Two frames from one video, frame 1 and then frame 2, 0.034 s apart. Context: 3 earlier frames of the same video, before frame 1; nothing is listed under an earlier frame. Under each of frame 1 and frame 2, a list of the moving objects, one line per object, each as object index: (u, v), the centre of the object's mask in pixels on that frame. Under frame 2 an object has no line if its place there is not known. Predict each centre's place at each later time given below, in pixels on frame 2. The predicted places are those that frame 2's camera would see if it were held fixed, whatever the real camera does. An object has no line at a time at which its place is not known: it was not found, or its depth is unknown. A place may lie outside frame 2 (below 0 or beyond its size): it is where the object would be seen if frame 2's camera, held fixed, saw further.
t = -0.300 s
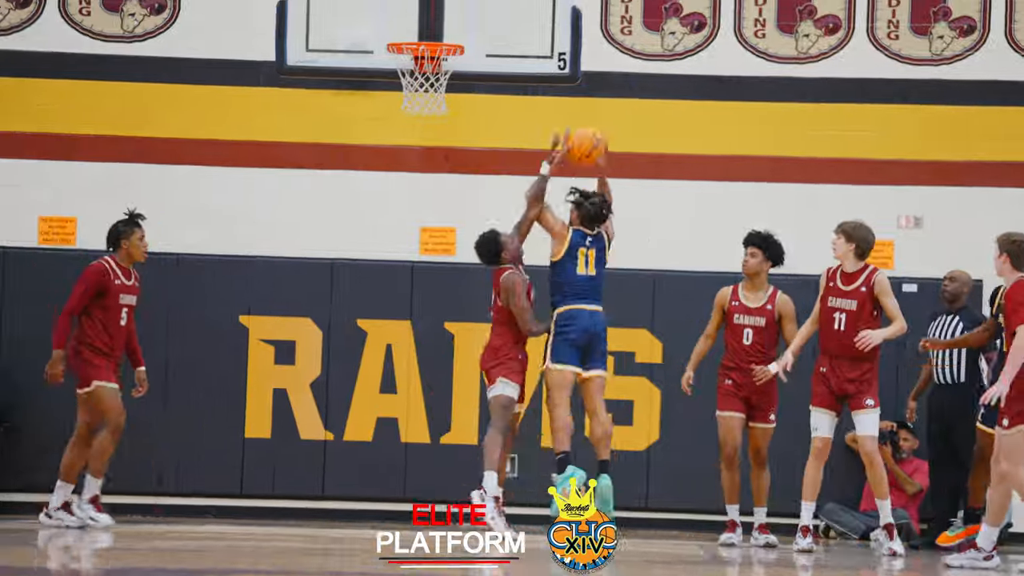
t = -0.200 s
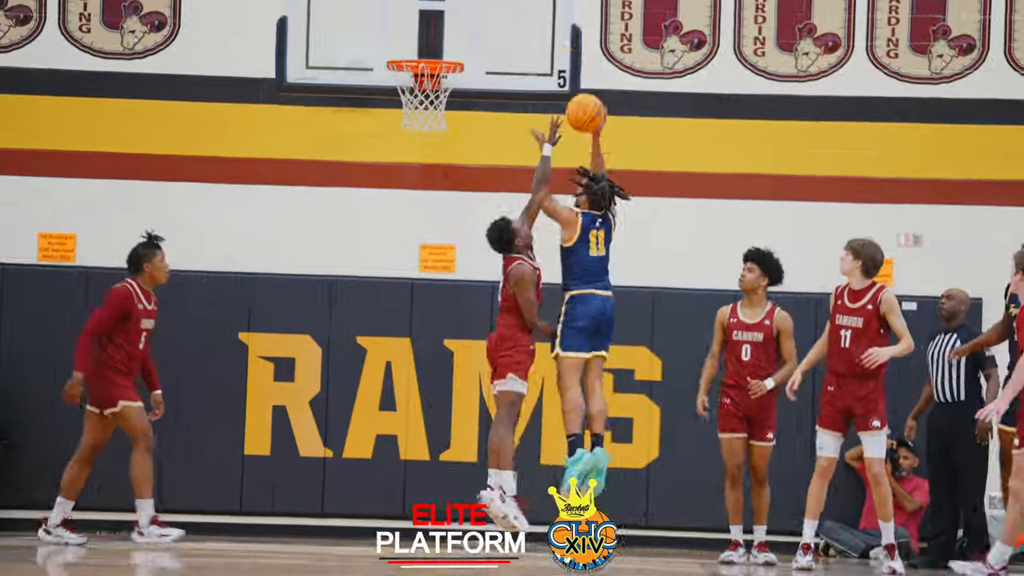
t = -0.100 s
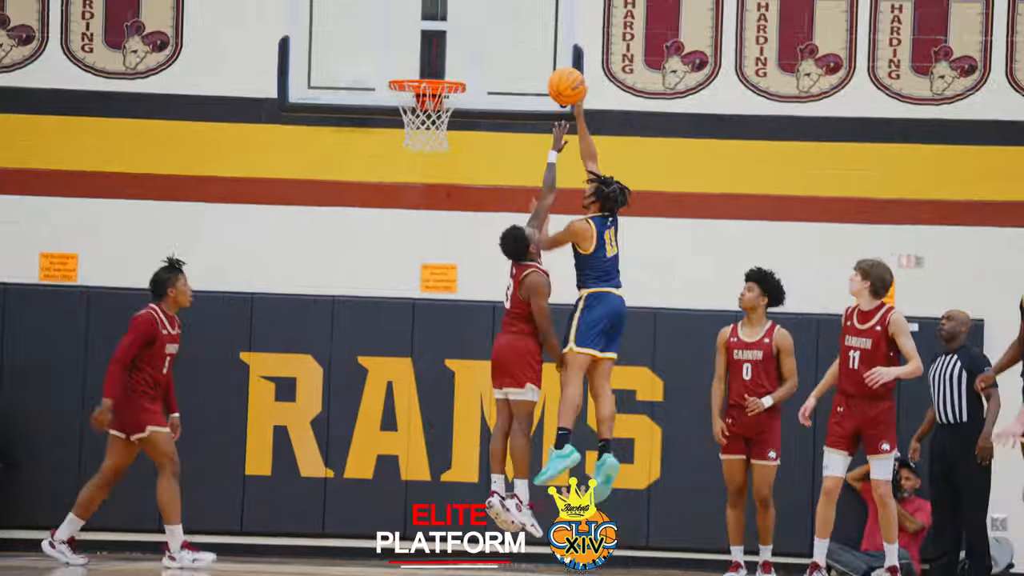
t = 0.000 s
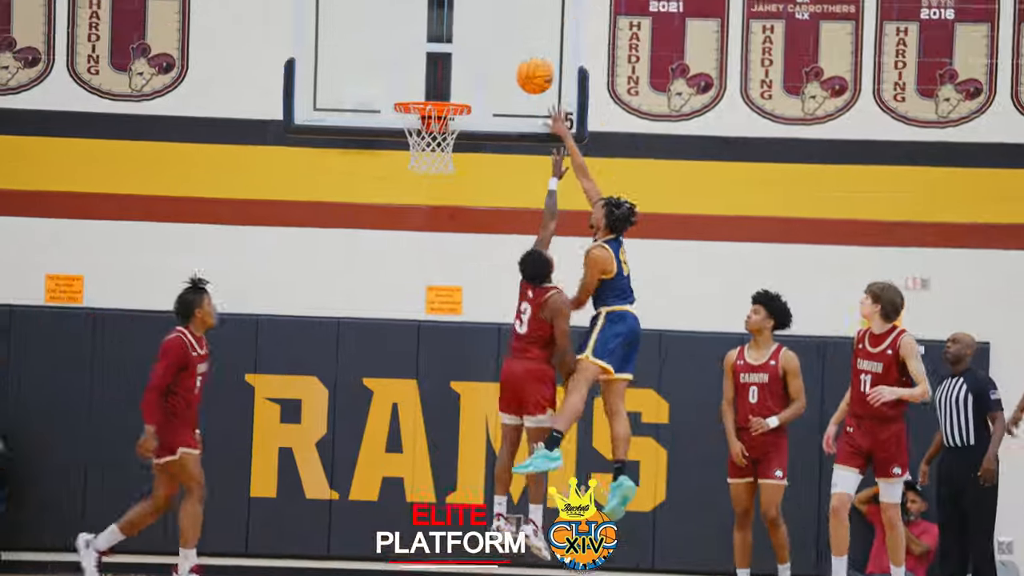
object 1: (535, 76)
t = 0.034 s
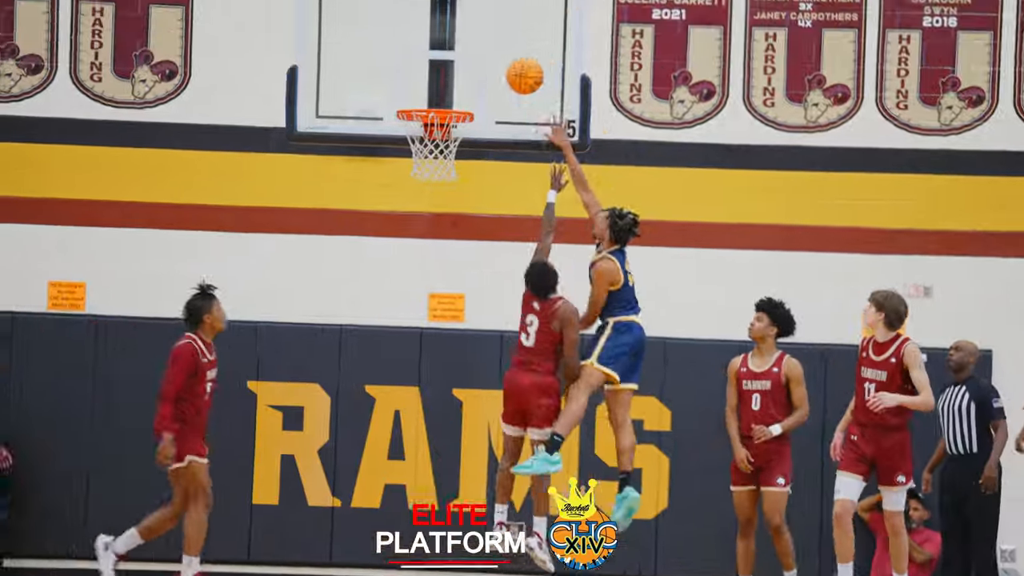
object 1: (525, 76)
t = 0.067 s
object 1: (512, 70)
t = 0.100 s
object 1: (500, 65)
